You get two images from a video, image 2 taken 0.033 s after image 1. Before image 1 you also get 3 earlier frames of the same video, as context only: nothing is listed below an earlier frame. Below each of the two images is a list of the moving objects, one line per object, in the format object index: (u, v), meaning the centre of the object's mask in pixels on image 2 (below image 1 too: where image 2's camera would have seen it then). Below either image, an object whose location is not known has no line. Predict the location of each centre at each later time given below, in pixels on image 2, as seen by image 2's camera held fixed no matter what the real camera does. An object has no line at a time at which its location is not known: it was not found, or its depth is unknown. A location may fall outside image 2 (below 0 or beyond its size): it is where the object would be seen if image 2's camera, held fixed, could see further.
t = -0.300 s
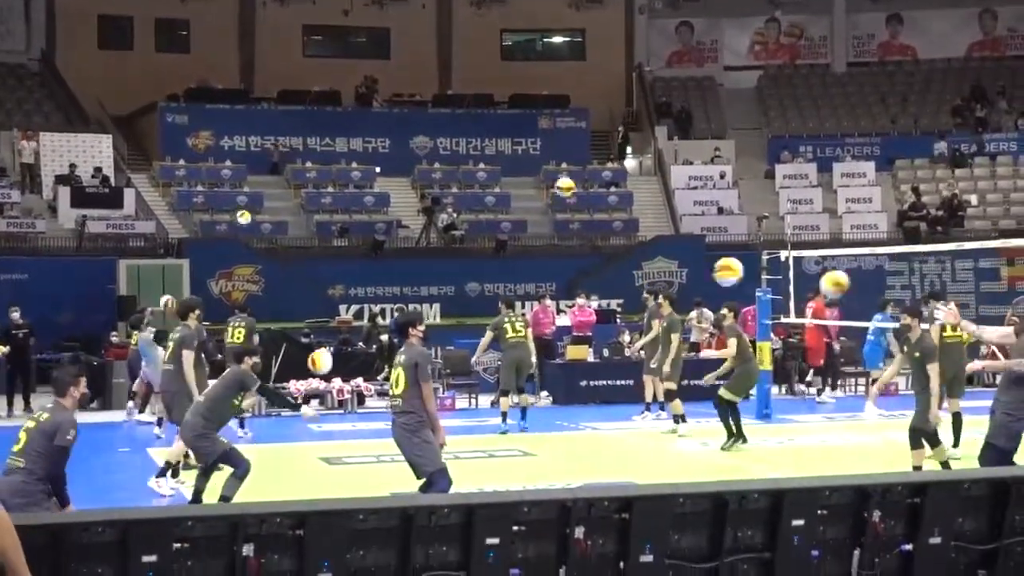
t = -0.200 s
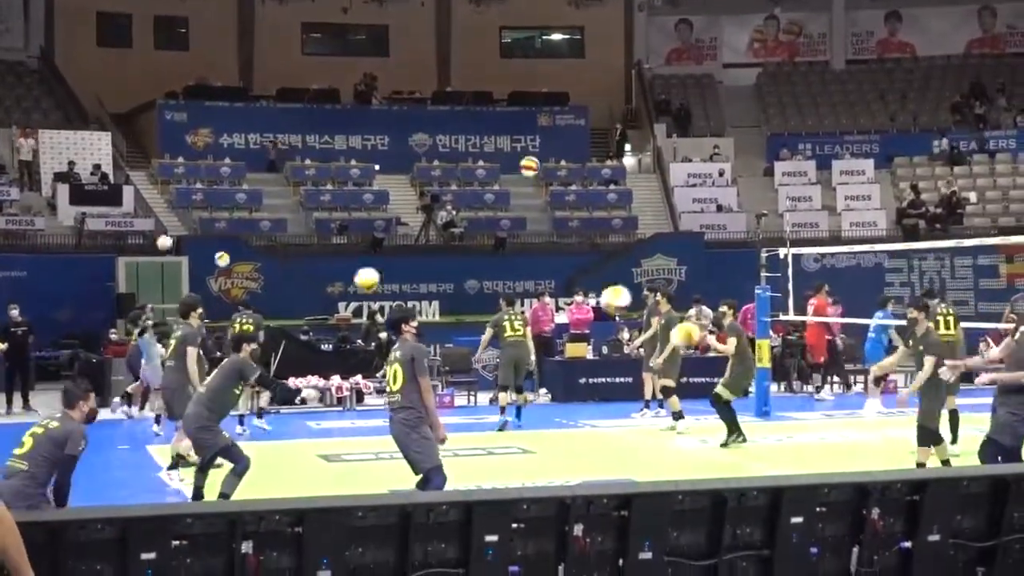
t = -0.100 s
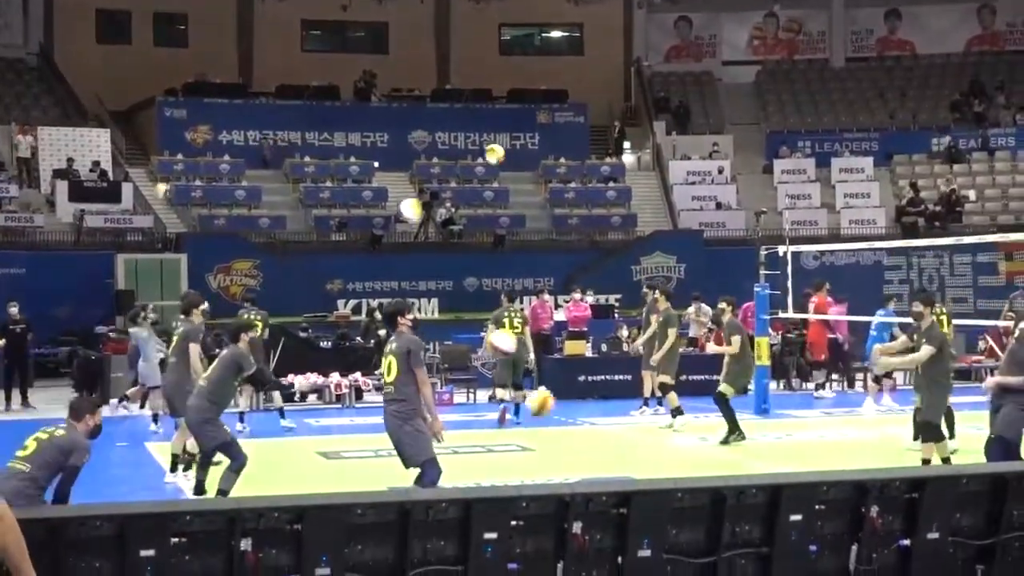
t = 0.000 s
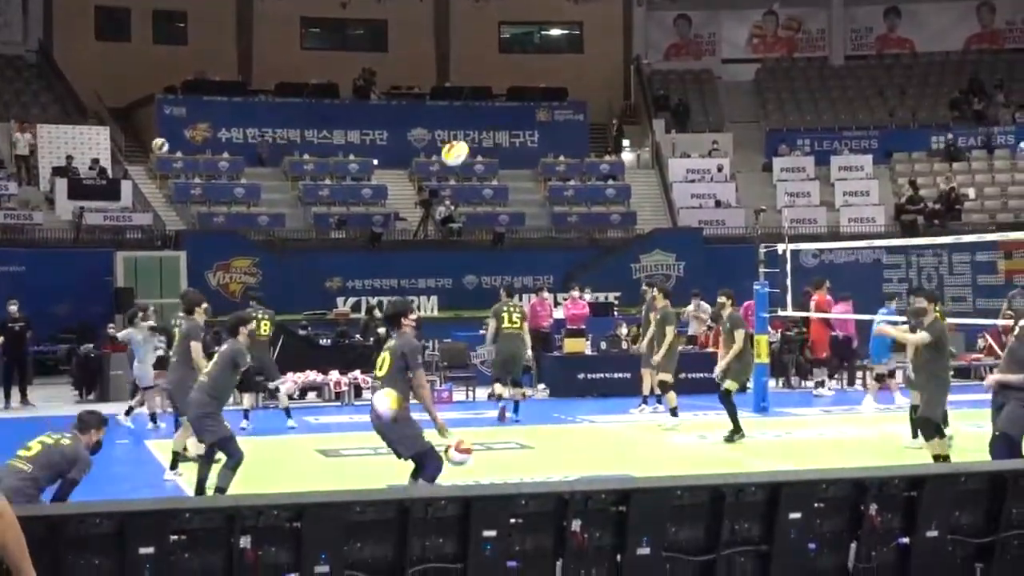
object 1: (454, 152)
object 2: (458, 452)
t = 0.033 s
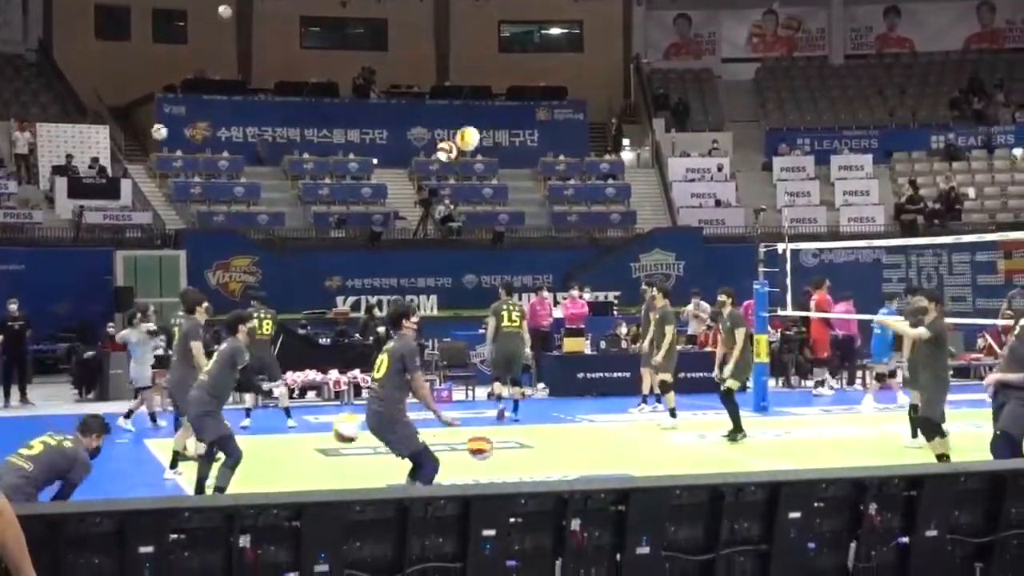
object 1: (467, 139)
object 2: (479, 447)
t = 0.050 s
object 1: (474, 131)
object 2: (490, 446)
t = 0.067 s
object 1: (482, 124)
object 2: (506, 444)
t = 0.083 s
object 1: (488, 118)
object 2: (517, 443)
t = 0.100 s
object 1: (495, 112)
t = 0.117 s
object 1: (502, 107)
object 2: (540, 440)
